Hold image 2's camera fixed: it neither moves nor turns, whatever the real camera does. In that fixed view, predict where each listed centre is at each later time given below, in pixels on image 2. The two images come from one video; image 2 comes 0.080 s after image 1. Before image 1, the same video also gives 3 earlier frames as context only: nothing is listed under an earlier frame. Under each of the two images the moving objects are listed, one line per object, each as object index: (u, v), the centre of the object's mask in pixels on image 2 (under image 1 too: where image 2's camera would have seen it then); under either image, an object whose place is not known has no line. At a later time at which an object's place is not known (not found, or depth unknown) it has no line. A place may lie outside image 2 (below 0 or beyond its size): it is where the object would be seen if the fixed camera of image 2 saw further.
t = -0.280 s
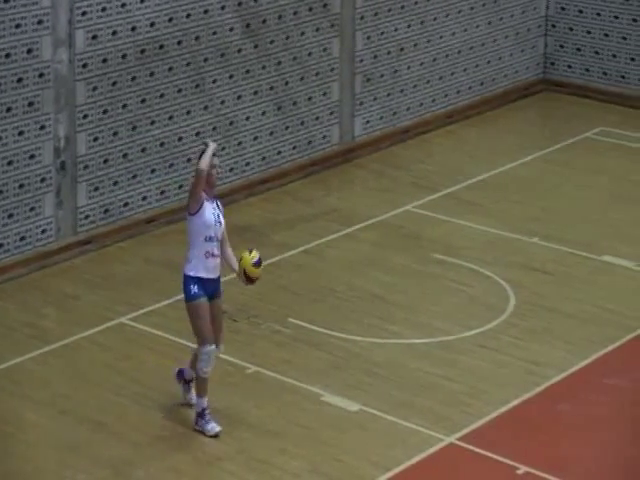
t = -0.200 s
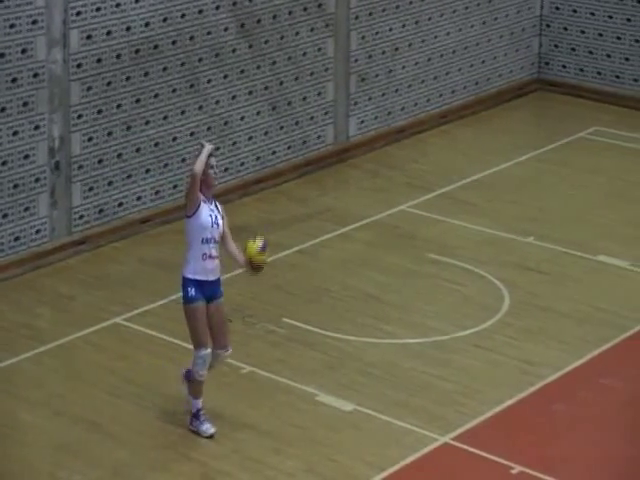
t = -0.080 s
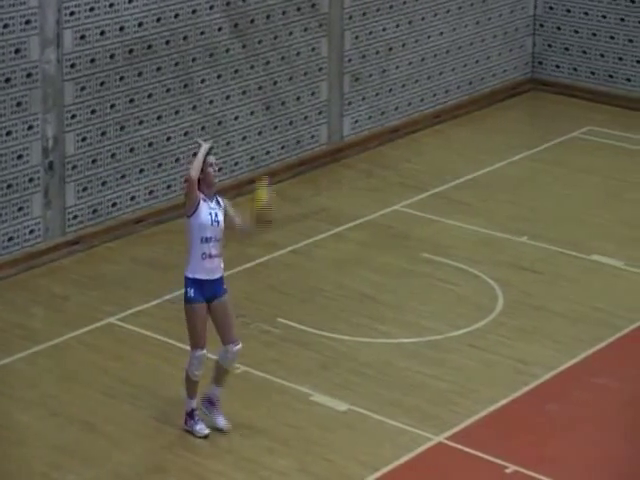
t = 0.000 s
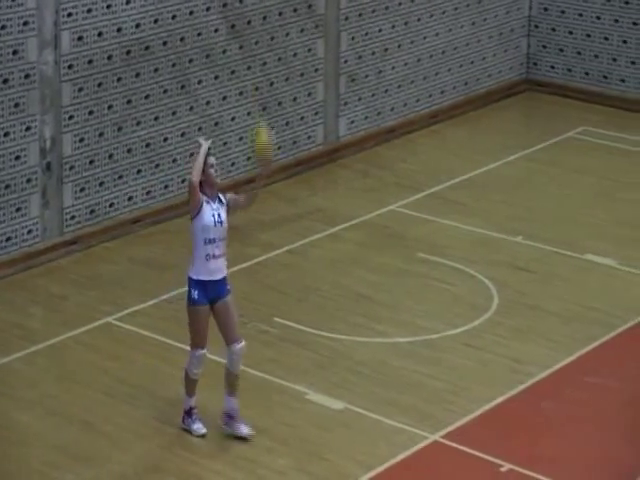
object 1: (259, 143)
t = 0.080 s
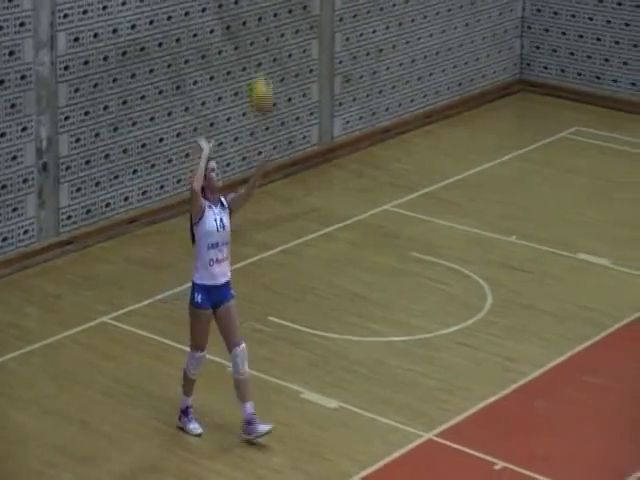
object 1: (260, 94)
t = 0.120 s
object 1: (263, 74)
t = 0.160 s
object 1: (264, 56)
